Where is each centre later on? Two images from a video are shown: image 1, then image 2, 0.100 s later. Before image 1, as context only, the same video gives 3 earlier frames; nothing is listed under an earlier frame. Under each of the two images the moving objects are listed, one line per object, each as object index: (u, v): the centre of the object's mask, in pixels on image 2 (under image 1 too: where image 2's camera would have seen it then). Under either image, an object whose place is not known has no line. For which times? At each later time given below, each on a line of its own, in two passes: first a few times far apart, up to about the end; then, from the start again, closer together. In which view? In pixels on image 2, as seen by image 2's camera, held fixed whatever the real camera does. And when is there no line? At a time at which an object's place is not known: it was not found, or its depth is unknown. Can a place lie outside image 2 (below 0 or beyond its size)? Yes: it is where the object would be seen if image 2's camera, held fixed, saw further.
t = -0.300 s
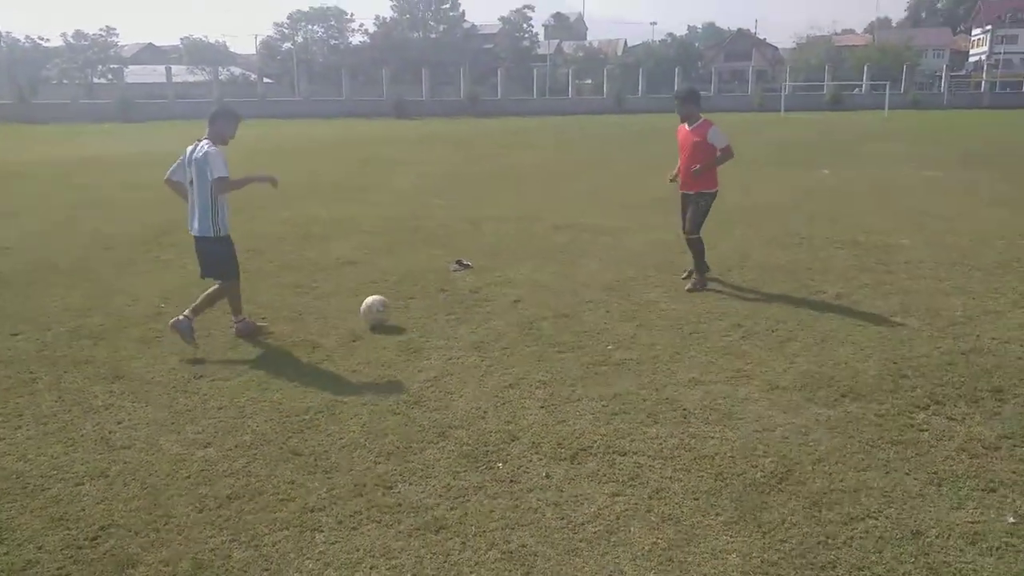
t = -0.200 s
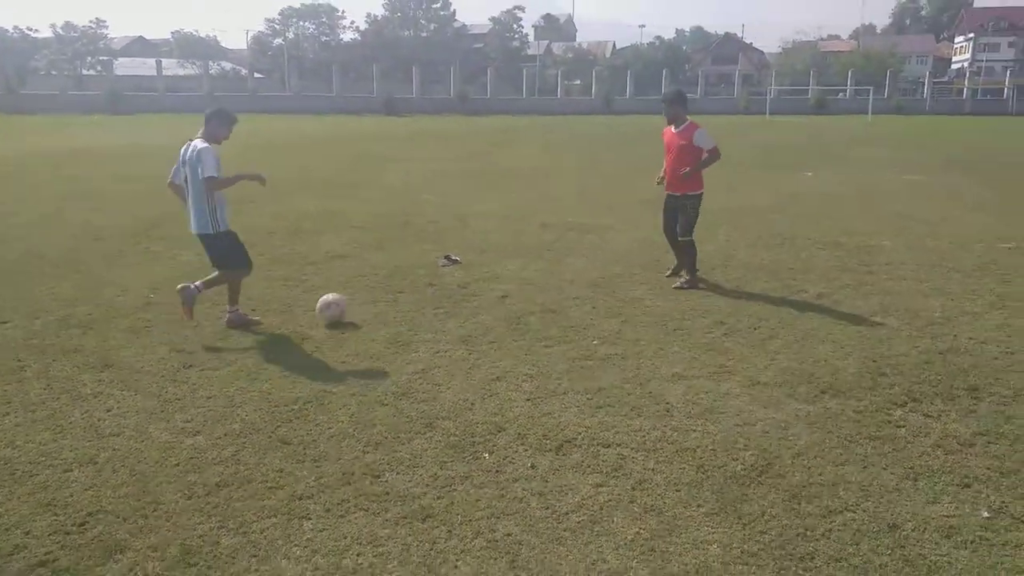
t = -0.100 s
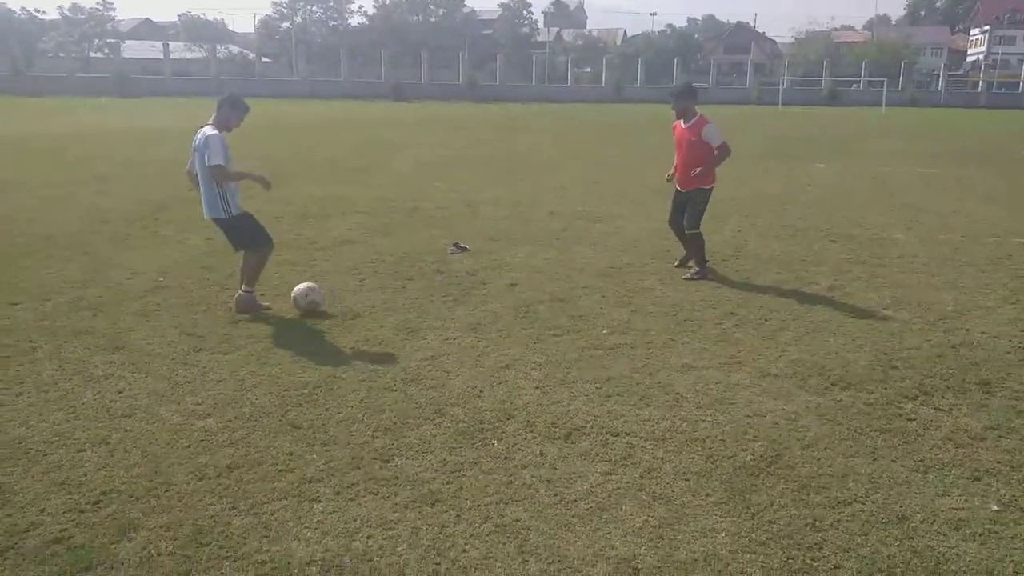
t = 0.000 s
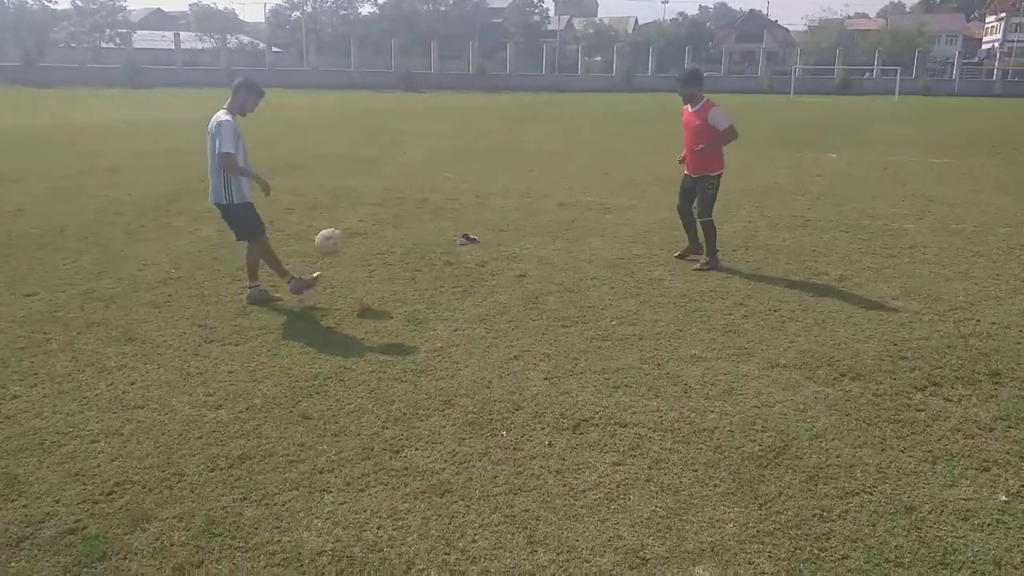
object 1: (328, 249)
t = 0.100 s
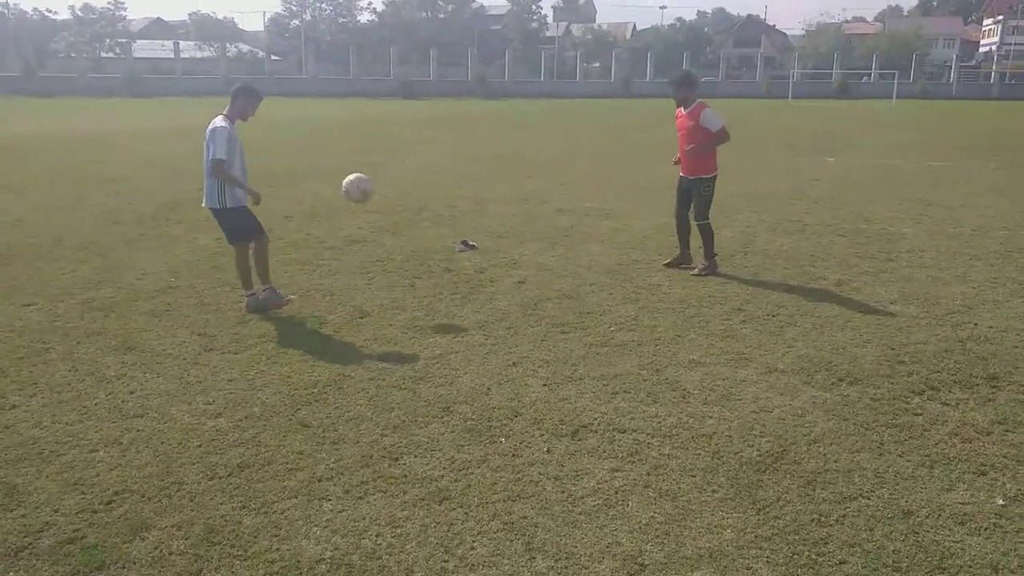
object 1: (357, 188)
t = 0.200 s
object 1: (384, 138)
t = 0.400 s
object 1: (436, 80)
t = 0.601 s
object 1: (486, 75)
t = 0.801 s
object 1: (540, 123)
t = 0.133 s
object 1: (367, 170)
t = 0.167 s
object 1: (375, 153)
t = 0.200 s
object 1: (384, 138)
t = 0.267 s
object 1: (402, 112)
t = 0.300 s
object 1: (412, 102)
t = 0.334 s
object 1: (420, 93)
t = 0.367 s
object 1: (429, 85)
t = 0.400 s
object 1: (436, 80)
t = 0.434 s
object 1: (444, 72)
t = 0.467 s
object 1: (453, 69)
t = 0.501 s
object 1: (461, 69)
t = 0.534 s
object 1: (471, 71)
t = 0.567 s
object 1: (479, 72)
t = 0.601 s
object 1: (486, 75)
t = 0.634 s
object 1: (495, 80)
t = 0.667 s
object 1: (503, 85)
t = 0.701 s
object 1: (513, 93)
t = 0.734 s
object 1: (522, 102)
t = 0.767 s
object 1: (529, 112)
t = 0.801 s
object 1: (540, 123)
